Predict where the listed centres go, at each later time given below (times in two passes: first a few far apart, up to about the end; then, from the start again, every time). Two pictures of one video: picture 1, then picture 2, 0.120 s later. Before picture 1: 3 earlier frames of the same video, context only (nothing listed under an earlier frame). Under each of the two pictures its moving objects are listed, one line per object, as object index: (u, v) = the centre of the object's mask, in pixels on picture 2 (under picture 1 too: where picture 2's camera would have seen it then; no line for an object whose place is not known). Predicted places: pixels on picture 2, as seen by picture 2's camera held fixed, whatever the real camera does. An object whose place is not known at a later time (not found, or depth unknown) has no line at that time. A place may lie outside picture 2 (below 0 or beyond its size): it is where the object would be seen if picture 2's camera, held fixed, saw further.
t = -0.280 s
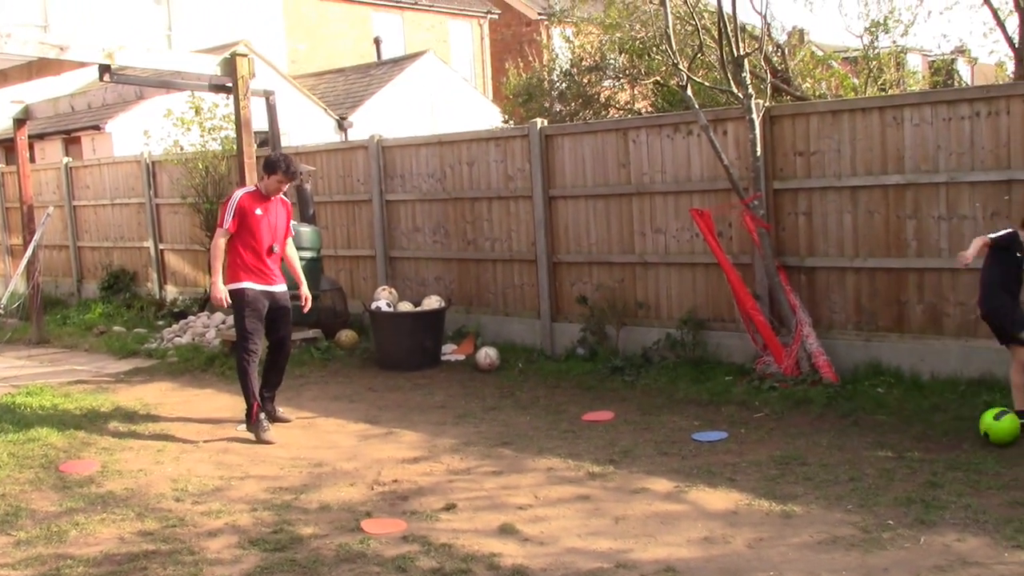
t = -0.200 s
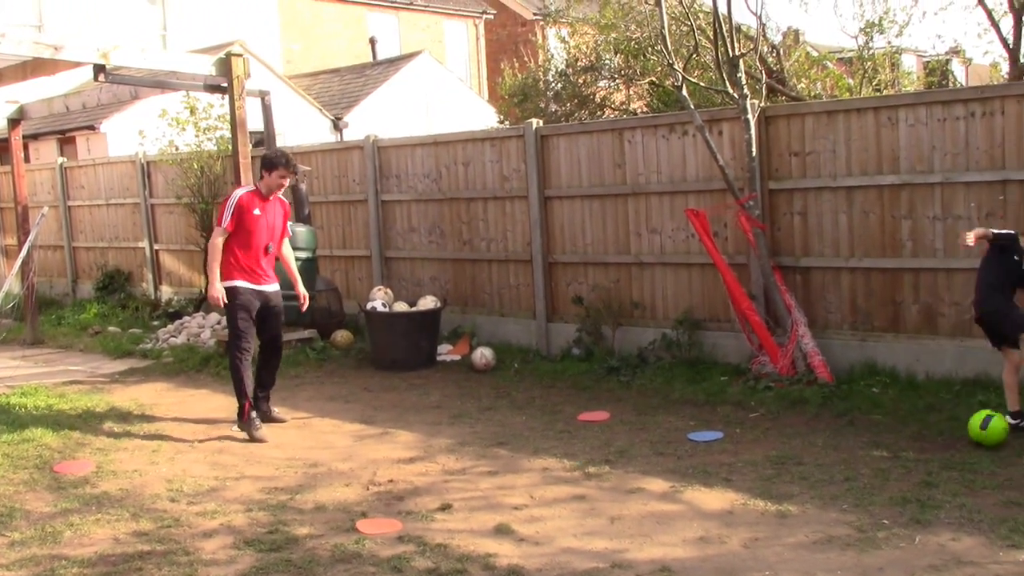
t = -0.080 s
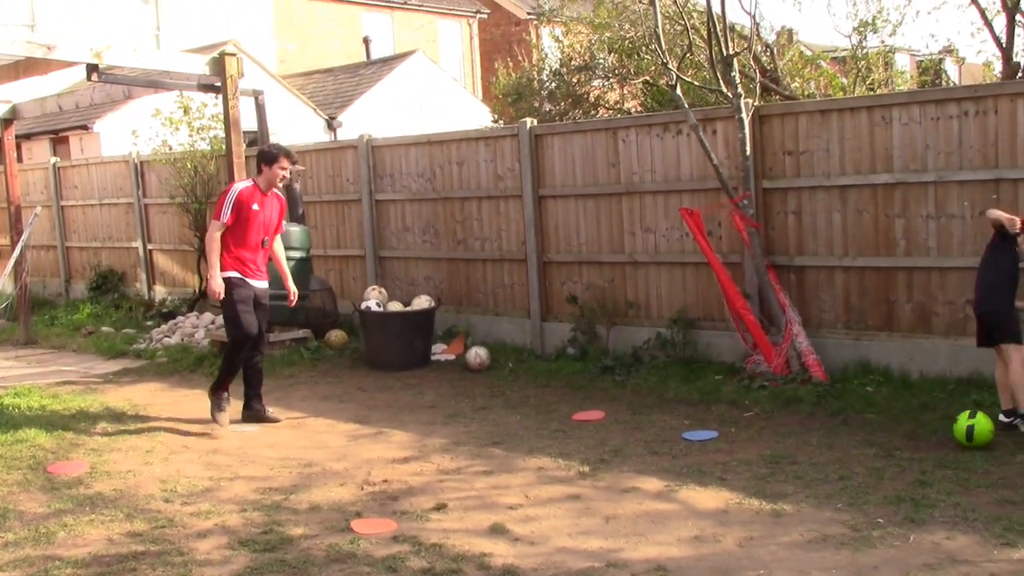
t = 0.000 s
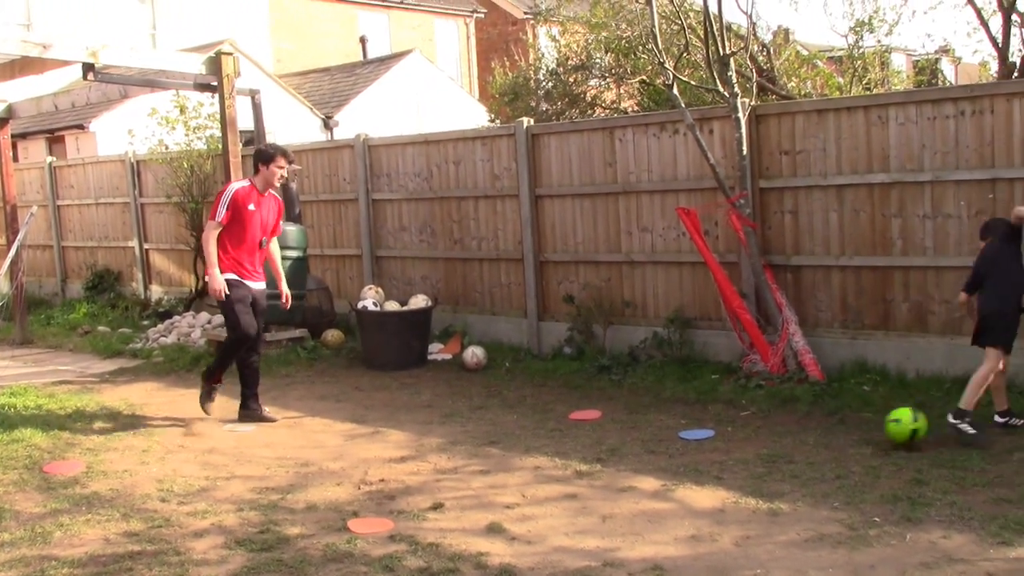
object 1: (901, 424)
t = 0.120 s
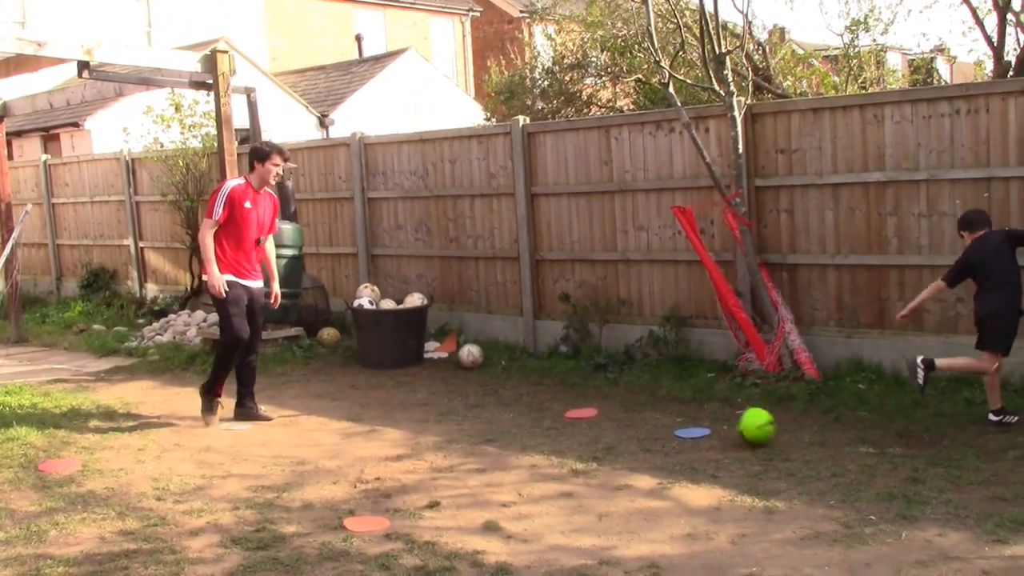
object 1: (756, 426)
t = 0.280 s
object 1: (606, 417)
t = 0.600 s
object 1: (375, 423)
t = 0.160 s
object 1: (718, 419)
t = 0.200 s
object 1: (681, 415)
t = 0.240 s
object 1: (644, 414)
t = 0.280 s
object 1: (606, 417)
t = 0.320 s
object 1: (570, 423)
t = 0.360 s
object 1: (535, 432)
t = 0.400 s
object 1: (506, 430)
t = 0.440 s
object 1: (480, 429)
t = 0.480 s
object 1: (451, 431)
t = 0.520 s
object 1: (423, 435)
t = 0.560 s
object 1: (399, 428)
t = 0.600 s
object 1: (375, 423)
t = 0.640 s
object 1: (352, 421)
